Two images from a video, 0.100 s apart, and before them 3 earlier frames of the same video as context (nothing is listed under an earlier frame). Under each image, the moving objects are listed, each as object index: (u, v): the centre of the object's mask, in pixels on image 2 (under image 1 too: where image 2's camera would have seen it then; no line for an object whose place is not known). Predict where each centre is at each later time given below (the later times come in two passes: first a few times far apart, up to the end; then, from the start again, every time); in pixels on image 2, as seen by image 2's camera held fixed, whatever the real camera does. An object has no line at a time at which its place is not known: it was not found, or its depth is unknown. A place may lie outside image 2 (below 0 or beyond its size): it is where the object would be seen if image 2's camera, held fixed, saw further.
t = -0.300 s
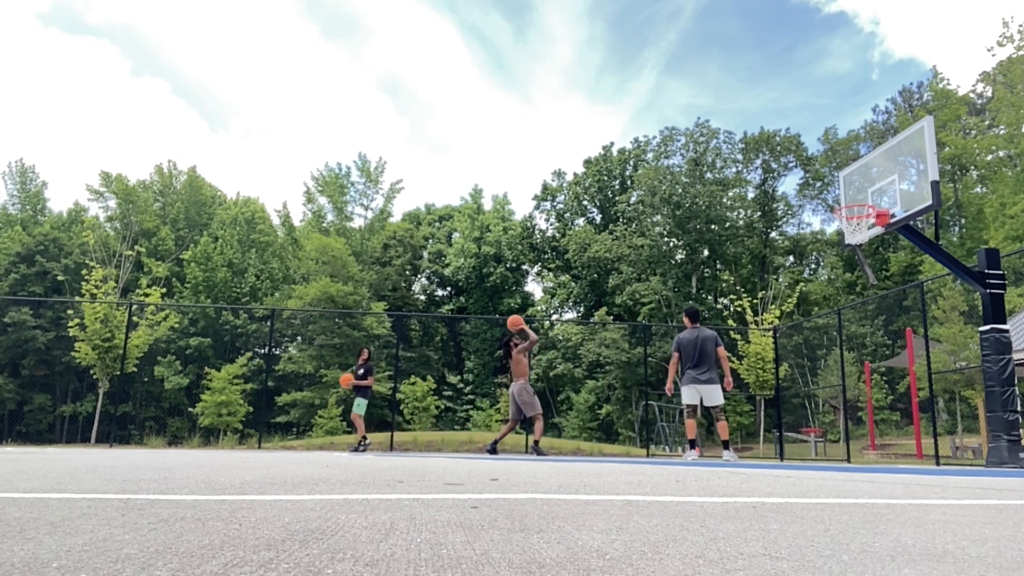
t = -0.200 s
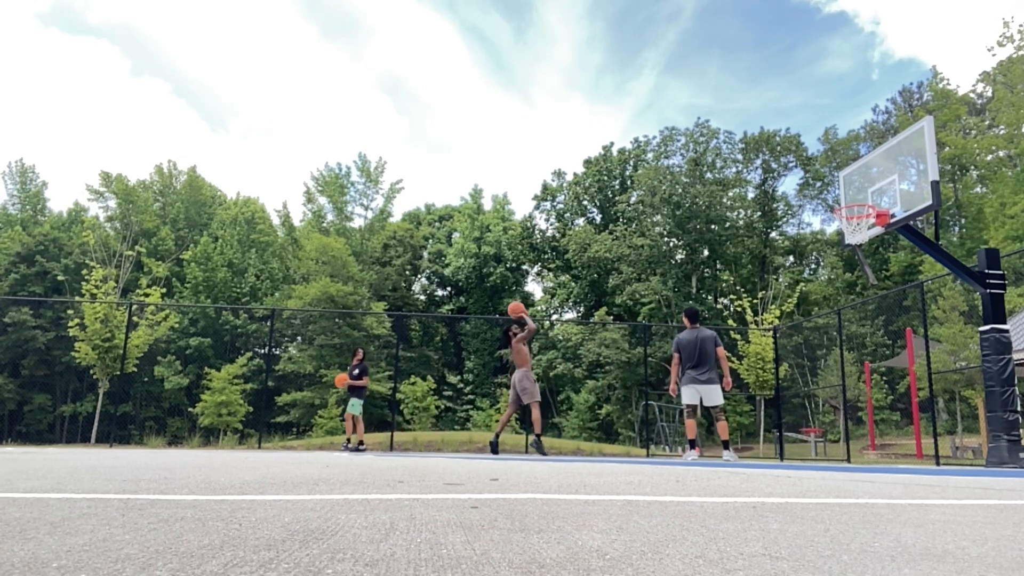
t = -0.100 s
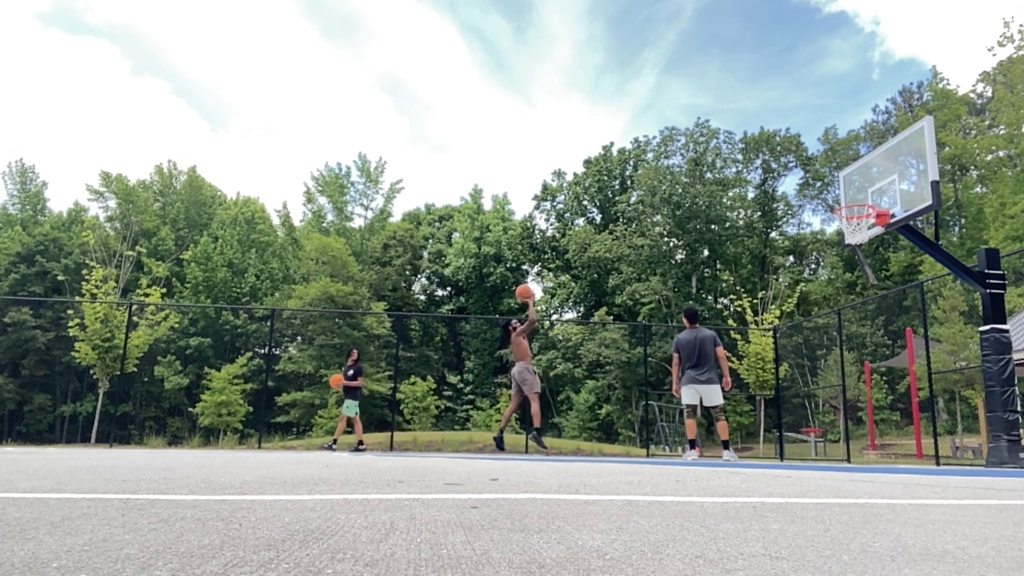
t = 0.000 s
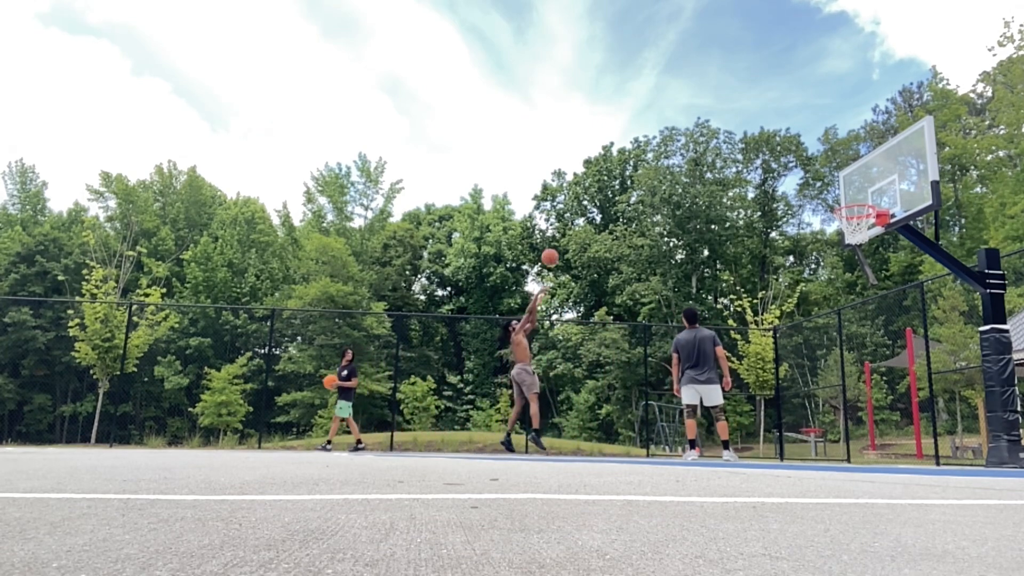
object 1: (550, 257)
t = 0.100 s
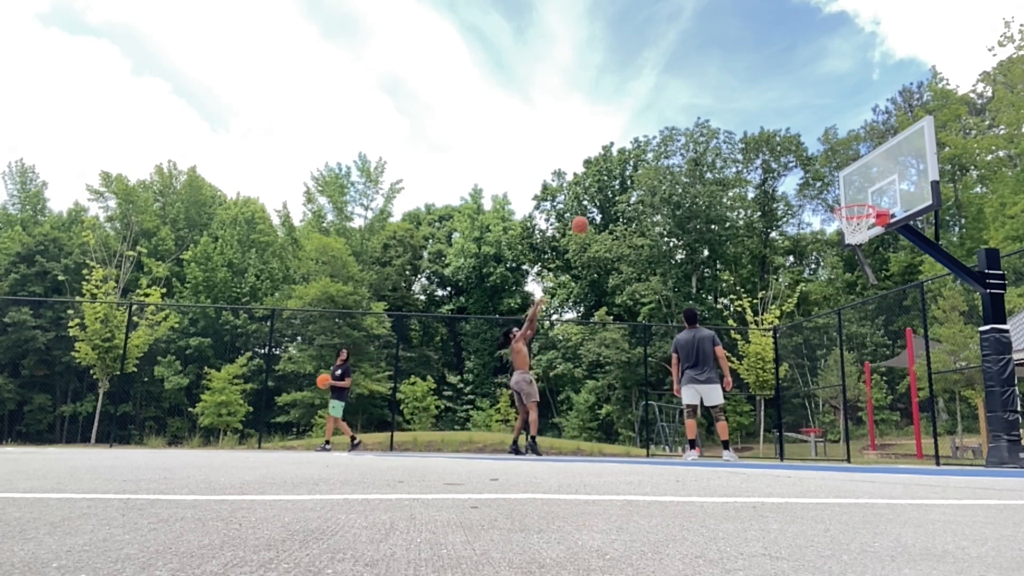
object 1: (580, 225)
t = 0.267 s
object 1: (631, 185)
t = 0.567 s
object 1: (726, 157)
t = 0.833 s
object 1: (822, 181)
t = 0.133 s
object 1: (590, 216)
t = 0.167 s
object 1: (600, 206)
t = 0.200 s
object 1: (610, 199)
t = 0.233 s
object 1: (621, 192)
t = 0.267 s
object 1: (631, 185)
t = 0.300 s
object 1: (641, 179)
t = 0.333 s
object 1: (652, 173)
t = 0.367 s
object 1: (663, 169)
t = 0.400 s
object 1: (673, 166)
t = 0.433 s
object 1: (682, 163)
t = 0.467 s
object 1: (693, 160)
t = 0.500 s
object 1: (703, 159)
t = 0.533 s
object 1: (715, 157)
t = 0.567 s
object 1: (726, 157)
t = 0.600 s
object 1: (737, 157)
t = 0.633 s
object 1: (749, 158)
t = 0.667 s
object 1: (761, 160)
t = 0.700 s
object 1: (773, 163)
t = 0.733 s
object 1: (786, 166)
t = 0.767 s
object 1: (797, 170)
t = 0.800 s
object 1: (810, 175)
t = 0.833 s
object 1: (822, 181)
